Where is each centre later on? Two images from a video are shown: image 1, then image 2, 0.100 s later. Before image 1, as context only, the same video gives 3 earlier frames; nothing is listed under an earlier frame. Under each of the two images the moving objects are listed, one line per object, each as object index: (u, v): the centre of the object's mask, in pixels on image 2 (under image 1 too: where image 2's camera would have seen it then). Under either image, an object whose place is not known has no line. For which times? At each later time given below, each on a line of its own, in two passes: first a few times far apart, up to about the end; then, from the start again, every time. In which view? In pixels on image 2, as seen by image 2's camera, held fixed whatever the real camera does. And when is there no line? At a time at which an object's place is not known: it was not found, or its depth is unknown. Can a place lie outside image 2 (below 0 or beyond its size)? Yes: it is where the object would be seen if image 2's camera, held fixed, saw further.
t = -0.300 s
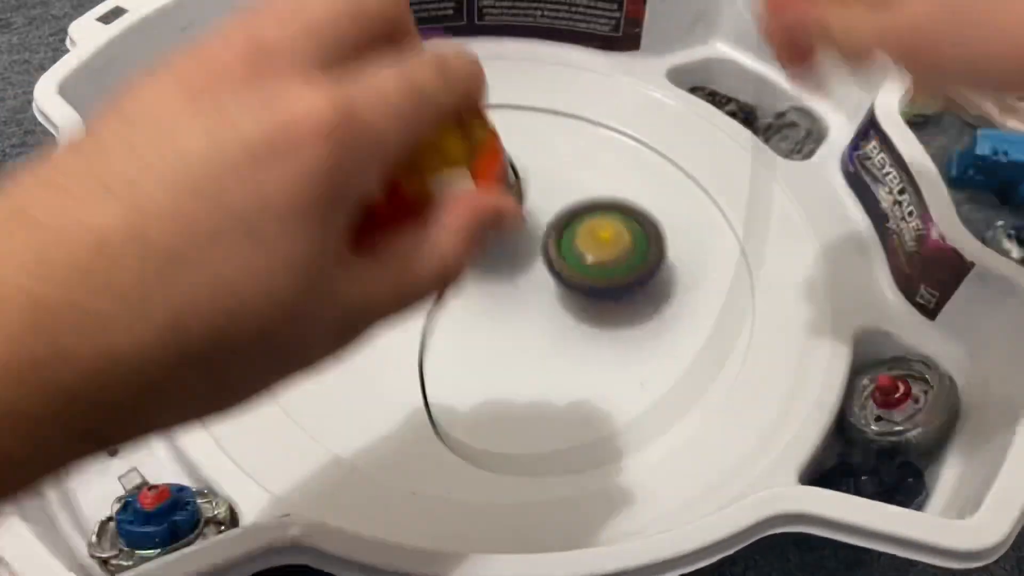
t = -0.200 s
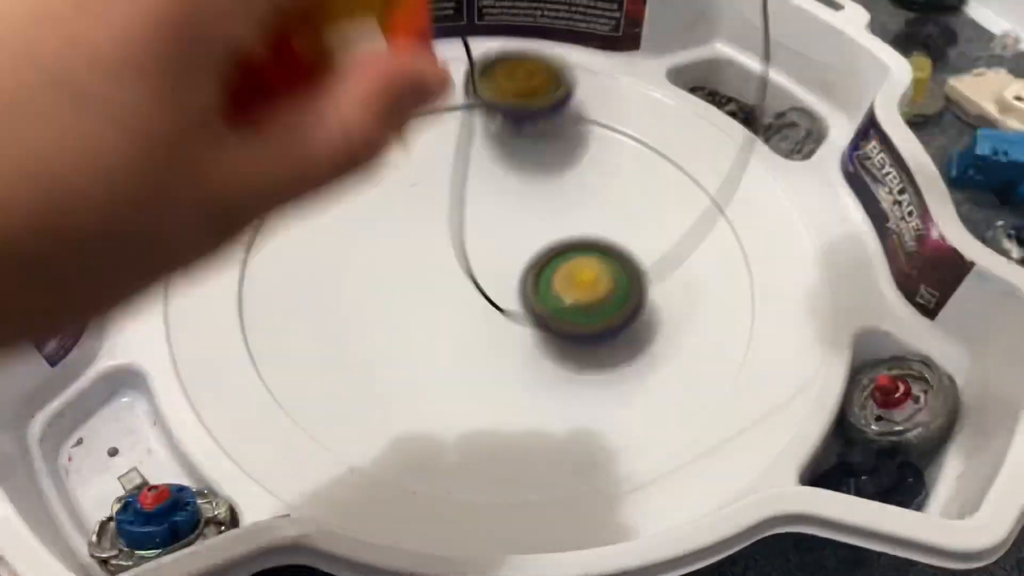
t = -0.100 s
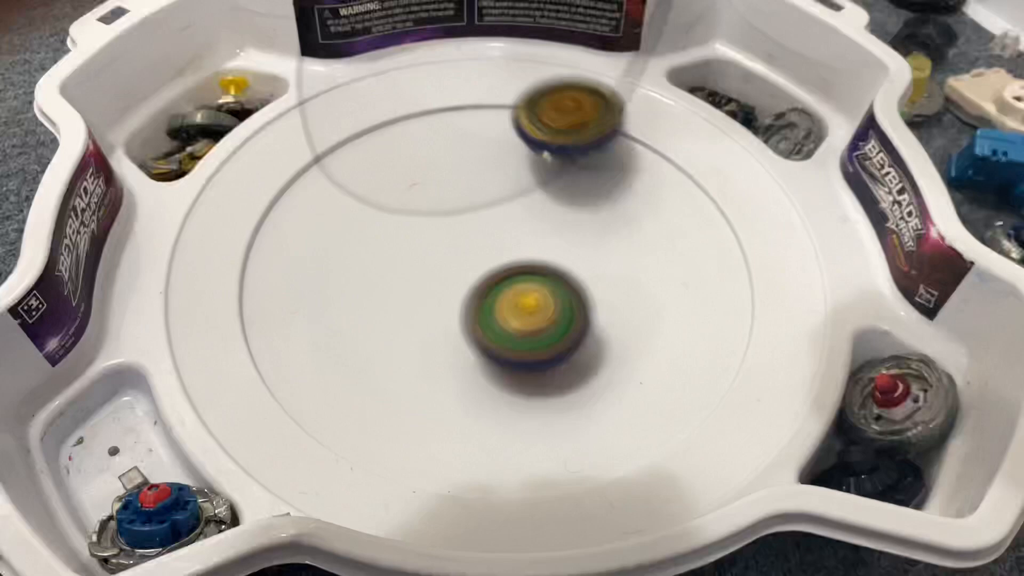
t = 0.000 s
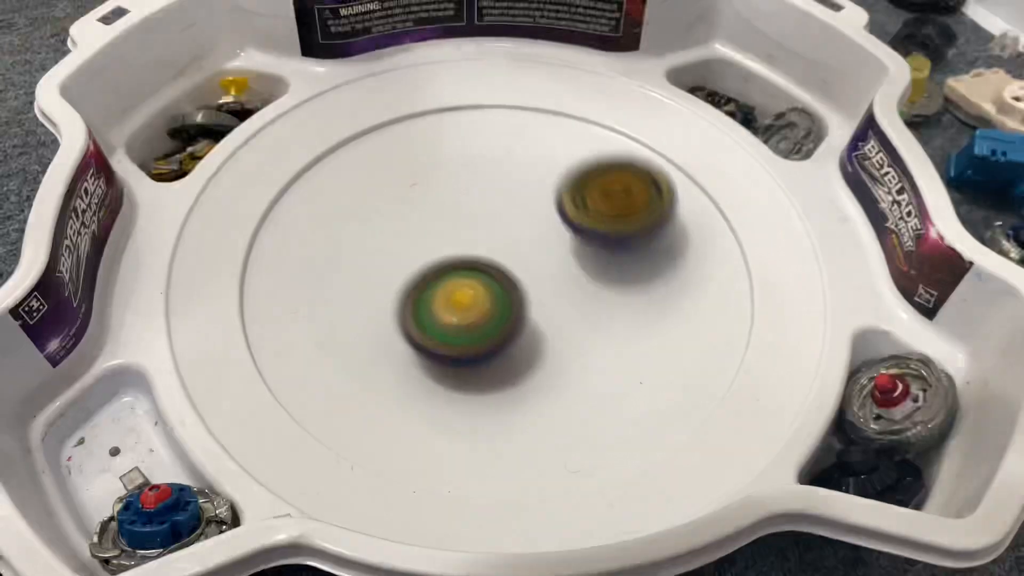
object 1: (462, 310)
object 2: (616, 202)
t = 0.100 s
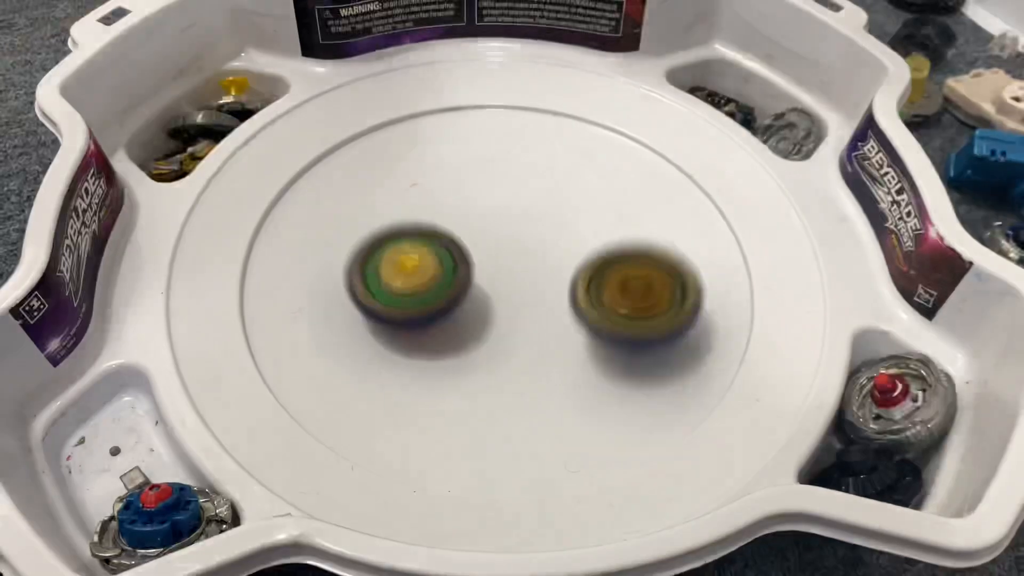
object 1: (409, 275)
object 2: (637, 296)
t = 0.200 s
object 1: (394, 235)
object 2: (592, 381)
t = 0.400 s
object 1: (469, 180)
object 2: (388, 382)
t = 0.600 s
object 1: (571, 200)
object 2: (351, 211)
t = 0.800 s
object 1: (562, 302)
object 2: (511, 116)
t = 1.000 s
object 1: (453, 324)
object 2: (666, 170)
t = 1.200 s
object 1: (412, 251)
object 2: (616, 322)
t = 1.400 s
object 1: (449, 196)
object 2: (388, 349)
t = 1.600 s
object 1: (540, 234)
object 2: (332, 223)
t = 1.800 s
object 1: (539, 315)
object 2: (461, 150)
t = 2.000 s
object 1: (440, 332)
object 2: (573, 210)
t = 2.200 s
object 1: (377, 273)
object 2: (568, 307)
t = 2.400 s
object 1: (448, 210)
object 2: (483, 302)
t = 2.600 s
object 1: (527, 151)
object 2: (465, 411)
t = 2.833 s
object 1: (559, 251)
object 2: (391, 358)
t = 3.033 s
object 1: (534, 333)
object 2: (371, 255)
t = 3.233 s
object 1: (480, 338)
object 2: (392, 212)
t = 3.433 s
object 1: (428, 318)
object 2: (515, 163)
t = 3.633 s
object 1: (470, 267)
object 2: (595, 179)
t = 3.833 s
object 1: (495, 291)
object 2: (682, 213)
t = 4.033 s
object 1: (493, 303)
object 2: (674, 272)
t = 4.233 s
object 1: (437, 285)
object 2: (651, 278)
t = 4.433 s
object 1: (453, 237)
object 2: (583, 266)
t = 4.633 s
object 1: (486, 213)
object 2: (597, 251)
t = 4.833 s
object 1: (491, 239)
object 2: (618, 247)
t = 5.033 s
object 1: (446, 243)
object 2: (600, 254)
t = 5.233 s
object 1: (410, 237)
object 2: (621, 270)
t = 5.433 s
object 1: (446, 249)
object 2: (564, 282)
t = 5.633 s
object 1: (421, 243)
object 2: (570, 291)
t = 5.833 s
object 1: (433, 251)
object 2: (557, 277)
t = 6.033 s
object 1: (437, 251)
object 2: (569, 255)
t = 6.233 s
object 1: (428, 270)
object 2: (565, 241)
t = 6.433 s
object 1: (408, 299)
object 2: (592, 214)
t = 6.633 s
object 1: (432, 295)
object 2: (555, 244)
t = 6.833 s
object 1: (436, 291)
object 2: (555, 246)
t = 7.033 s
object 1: (437, 296)
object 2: (552, 232)
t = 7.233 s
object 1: (441, 300)
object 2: (536, 223)
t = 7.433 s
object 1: (446, 309)
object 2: (523, 202)
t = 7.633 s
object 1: (463, 303)
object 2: (508, 206)
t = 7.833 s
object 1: (480, 303)
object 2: (495, 200)
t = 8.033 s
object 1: (496, 311)
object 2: (484, 198)
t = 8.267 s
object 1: (509, 306)
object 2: (472, 202)
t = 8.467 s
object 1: (518, 300)
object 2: (461, 202)
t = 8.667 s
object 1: (528, 286)
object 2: (449, 203)
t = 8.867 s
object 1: (540, 276)
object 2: (434, 209)
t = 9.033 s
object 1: (542, 272)
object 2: (425, 217)
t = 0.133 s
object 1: (398, 260)
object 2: (630, 328)
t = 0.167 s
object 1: (394, 247)
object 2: (615, 357)
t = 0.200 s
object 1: (394, 235)
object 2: (592, 381)
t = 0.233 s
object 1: (400, 224)
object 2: (563, 400)
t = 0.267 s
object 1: (411, 214)
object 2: (530, 412)
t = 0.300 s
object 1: (423, 204)
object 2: (493, 415)
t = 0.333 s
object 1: (436, 195)
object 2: (456, 412)
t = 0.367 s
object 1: (451, 187)
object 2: (421, 402)
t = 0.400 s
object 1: (469, 180)
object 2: (388, 382)
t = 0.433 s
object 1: (487, 178)
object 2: (362, 360)
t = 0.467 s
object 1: (505, 175)
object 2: (345, 332)
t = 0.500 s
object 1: (524, 176)
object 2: (335, 304)
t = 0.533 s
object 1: (542, 180)
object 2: (333, 271)
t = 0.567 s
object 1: (558, 188)
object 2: (338, 239)
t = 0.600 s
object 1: (571, 200)
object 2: (351, 211)
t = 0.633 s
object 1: (580, 214)
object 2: (369, 186)
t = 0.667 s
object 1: (586, 229)
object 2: (393, 165)
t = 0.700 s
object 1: (588, 248)
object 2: (420, 147)
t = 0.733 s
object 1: (585, 267)
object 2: (448, 132)
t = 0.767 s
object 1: (576, 286)
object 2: (479, 120)
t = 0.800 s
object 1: (562, 302)
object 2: (511, 116)
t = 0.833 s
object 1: (545, 316)
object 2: (543, 113)
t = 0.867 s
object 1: (525, 327)
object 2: (574, 116)
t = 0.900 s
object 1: (506, 332)
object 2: (603, 122)
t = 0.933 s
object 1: (487, 333)
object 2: (629, 134)
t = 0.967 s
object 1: (469, 330)
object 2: (650, 149)
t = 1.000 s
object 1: (453, 324)
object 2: (666, 170)
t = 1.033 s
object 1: (441, 315)
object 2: (675, 192)
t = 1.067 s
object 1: (431, 305)
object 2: (677, 218)
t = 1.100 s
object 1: (423, 292)
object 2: (672, 245)
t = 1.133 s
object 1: (417, 277)
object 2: (661, 272)
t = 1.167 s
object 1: (413, 264)
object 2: (642, 298)
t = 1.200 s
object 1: (412, 251)
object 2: (616, 322)
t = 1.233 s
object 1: (413, 239)
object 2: (581, 342)
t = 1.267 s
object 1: (415, 228)
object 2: (541, 356)
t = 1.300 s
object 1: (419, 217)
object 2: (503, 362)
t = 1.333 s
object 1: (427, 208)
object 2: (462, 364)
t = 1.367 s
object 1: (436, 200)
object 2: (422, 359)
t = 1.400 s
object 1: (449, 196)
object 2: (388, 349)
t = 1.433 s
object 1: (464, 194)
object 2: (362, 335)
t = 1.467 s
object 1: (480, 197)
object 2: (339, 318)
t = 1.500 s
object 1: (498, 200)
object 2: (325, 295)
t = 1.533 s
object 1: (514, 210)
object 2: (321, 272)
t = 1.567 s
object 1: (528, 221)
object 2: (322, 247)
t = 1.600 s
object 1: (540, 234)
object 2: (332, 223)
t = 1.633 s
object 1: (548, 246)
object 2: (347, 201)
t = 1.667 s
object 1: (554, 261)
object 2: (365, 183)
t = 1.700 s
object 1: (556, 276)
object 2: (388, 166)
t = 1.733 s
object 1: (554, 290)
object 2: (411, 156)
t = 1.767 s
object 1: (549, 302)
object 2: (437, 150)
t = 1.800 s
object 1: (539, 315)
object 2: (461, 150)
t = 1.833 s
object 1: (526, 324)
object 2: (484, 153)
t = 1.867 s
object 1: (512, 332)
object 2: (506, 160)
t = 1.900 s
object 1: (497, 336)
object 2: (526, 168)
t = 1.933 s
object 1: (478, 337)
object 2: (546, 180)
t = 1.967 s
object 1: (459, 334)
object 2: (559, 195)
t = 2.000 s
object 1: (440, 332)
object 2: (573, 210)
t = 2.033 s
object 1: (422, 325)
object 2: (580, 228)
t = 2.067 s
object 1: (410, 318)
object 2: (586, 246)
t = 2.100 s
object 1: (397, 308)
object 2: (586, 265)
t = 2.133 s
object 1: (387, 298)
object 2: (584, 282)
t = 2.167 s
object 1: (379, 285)
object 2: (576, 296)
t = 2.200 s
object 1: (377, 273)
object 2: (568, 307)
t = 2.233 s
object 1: (377, 257)
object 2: (556, 313)
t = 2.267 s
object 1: (383, 245)
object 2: (545, 314)
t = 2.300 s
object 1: (394, 233)
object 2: (529, 314)
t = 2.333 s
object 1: (409, 223)
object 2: (514, 313)
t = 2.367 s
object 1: (427, 216)
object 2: (498, 308)
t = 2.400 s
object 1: (448, 210)
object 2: (483, 302)
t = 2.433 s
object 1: (469, 202)
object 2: (476, 305)
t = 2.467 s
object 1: (481, 180)
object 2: (477, 336)
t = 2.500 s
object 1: (494, 167)
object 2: (476, 364)
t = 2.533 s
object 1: (505, 157)
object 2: (476, 386)
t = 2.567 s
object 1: (516, 151)
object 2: (472, 399)
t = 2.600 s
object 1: (527, 151)
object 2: (465, 411)
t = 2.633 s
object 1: (538, 157)
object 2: (457, 416)
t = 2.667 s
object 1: (547, 168)
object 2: (447, 415)
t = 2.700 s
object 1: (553, 181)
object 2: (432, 408)
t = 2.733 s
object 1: (557, 197)
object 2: (420, 401)
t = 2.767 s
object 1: (559, 214)
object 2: (409, 389)
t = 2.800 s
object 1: (559, 232)
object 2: (399, 374)
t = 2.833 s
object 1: (559, 251)
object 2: (391, 358)
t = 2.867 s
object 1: (555, 270)
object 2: (387, 342)
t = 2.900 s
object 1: (550, 286)
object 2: (387, 324)
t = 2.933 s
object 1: (544, 300)
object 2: (390, 307)
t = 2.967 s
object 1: (531, 314)
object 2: (396, 290)
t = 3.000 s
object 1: (531, 325)
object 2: (387, 272)
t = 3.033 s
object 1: (534, 333)
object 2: (371, 255)
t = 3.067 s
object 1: (531, 340)
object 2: (364, 238)
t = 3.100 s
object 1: (527, 343)
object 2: (361, 226)
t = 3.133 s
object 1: (520, 345)
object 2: (362, 217)
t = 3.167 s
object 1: (509, 344)
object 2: (368, 212)
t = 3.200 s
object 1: (495, 342)
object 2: (378, 210)
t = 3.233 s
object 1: (480, 338)
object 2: (392, 212)
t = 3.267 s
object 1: (465, 331)
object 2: (412, 214)
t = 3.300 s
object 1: (450, 321)
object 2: (435, 218)
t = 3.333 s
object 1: (439, 317)
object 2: (458, 212)
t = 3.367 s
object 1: (433, 321)
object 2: (478, 192)
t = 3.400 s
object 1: (430, 322)
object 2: (496, 175)
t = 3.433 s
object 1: (428, 318)
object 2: (515, 163)
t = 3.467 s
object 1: (429, 313)
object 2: (532, 155)
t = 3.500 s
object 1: (434, 304)
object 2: (549, 151)
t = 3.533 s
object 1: (442, 295)
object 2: (563, 153)
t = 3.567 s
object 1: (449, 283)
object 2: (576, 159)
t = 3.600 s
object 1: (459, 274)
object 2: (588, 168)
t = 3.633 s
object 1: (470, 267)
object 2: (595, 179)
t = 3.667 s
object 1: (482, 263)
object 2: (603, 192)
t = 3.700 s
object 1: (494, 261)
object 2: (609, 205)
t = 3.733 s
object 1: (500, 265)
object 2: (624, 212)
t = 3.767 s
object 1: (496, 275)
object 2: (650, 209)
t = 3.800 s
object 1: (494, 284)
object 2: (669, 210)
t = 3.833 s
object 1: (495, 291)
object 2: (682, 213)
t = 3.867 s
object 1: (495, 296)
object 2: (691, 218)
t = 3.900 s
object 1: (495, 300)
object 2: (696, 226)
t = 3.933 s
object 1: (495, 303)
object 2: (696, 236)
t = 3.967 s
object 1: (494, 304)
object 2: (692, 248)
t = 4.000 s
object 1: (494, 304)
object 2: (685, 260)
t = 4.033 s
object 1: (493, 303)
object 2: (674, 272)
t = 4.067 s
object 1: (493, 301)
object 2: (659, 282)
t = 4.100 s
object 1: (492, 300)
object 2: (641, 290)
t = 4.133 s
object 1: (490, 298)
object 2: (624, 293)
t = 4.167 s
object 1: (469, 295)
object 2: (638, 289)
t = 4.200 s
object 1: (451, 291)
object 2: (649, 283)
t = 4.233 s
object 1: (437, 285)
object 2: (651, 278)
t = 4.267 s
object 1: (428, 278)
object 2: (647, 273)
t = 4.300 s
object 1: (425, 269)
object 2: (638, 268)
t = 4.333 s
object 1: (426, 261)
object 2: (626, 266)
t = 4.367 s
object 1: (432, 251)
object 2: (612, 266)
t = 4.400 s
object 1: (441, 243)
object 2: (598, 265)
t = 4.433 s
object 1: (453, 237)
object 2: (583, 266)
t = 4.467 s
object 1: (459, 229)
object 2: (577, 266)
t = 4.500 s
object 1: (458, 222)
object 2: (586, 265)
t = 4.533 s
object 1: (461, 217)
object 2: (593, 264)
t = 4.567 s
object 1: (468, 214)
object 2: (595, 261)
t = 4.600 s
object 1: (477, 212)
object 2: (595, 256)
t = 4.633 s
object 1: (486, 213)
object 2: (597, 251)
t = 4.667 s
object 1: (486, 213)
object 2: (611, 249)
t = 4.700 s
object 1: (487, 216)
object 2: (618, 248)
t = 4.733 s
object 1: (491, 222)
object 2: (623, 246)
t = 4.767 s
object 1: (494, 229)
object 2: (622, 247)
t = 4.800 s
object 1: (495, 234)
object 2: (618, 247)
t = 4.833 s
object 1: (491, 239)
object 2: (618, 247)
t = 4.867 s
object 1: (487, 243)
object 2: (613, 248)
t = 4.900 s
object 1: (478, 245)
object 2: (616, 248)
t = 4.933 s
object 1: (466, 247)
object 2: (622, 248)
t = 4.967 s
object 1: (456, 246)
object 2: (618, 250)
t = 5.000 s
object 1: (449, 245)
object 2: (612, 251)
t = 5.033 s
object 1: (446, 243)
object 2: (600, 254)
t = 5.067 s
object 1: (447, 241)
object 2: (587, 257)
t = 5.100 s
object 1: (450, 240)
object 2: (572, 261)
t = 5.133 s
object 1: (436, 238)
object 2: (586, 265)
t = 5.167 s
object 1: (422, 237)
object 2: (605, 267)
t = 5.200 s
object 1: (413, 236)
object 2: (615, 268)
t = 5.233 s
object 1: (410, 237)
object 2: (621, 270)
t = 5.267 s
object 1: (412, 238)
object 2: (618, 272)
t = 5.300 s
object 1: (416, 241)
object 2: (614, 273)
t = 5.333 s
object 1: (423, 243)
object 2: (603, 275)
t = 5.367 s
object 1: (430, 245)
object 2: (592, 277)
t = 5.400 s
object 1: (438, 248)
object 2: (577, 280)
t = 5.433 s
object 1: (446, 249)
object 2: (564, 282)
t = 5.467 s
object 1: (443, 247)
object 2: (568, 286)
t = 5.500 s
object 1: (438, 245)
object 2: (572, 289)
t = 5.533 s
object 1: (433, 244)
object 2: (574, 290)
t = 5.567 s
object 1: (427, 244)
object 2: (574, 292)
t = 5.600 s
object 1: (422, 243)
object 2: (574, 291)
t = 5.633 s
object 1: (421, 243)
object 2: (570, 291)
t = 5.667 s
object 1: (420, 244)
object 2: (568, 290)
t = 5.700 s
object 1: (422, 245)
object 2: (563, 288)
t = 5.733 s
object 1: (425, 247)
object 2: (560, 287)
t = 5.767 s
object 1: (429, 249)
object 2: (556, 284)
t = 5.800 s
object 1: (433, 252)
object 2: (552, 282)
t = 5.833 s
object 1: (433, 251)
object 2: (557, 277)
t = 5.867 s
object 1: (435, 251)
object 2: (557, 274)
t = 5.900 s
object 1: (437, 252)
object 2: (561, 271)
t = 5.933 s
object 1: (437, 252)
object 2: (566, 265)
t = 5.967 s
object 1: (437, 251)
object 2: (570, 261)
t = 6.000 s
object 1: (436, 251)
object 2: (572, 258)
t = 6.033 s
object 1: (437, 251)
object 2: (569, 255)
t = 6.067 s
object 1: (439, 252)
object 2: (565, 253)
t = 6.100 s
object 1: (436, 253)
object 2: (567, 250)
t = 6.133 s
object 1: (432, 258)
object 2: (571, 245)
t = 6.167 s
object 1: (428, 262)
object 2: (573, 243)
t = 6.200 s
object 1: (427, 266)
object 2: (571, 241)
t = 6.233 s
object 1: (428, 270)
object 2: (565, 241)
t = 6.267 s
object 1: (430, 274)
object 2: (559, 243)
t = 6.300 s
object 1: (432, 275)
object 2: (553, 244)
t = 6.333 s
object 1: (421, 282)
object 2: (566, 235)
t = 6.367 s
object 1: (414, 289)
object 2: (580, 226)
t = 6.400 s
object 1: (410, 295)
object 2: (589, 218)
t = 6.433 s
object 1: (408, 299)
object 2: (592, 214)
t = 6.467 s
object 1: (410, 301)
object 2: (589, 213)
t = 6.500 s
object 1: (413, 301)
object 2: (583, 216)
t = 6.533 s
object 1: (417, 301)
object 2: (576, 221)
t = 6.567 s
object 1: (421, 299)
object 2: (570, 227)
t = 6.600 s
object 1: (426, 297)
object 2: (562, 236)
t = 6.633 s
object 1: (432, 295)
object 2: (555, 244)
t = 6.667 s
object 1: (434, 293)
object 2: (553, 250)
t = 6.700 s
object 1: (431, 294)
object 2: (559, 248)
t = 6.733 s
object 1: (430, 294)
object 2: (561, 247)
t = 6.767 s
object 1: (430, 293)
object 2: (560, 246)
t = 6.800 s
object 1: (433, 292)
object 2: (558, 247)
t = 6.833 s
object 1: (436, 291)
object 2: (555, 246)
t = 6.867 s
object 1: (437, 291)
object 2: (554, 245)
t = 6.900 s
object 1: (435, 292)
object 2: (558, 239)
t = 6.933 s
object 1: (434, 294)
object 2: (561, 235)
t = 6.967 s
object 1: (433, 295)
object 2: (560, 233)
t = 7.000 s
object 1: (434, 296)
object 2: (556, 232)
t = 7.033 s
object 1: (437, 296)
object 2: (552, 232)
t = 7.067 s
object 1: (440, 295)
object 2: (548, 232)
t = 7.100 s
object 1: (441, 296)
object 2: (546, 230)
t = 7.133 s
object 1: (439, 299)
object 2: (546, 226)
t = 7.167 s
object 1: (437, 300)
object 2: (544, 224)
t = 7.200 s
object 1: (439, 300)
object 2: (540, 222)
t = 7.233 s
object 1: (441, 300)
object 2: (536, 223)
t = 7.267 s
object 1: (444, 298)
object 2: (532, 222)
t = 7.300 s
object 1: (444, 300)
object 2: (530, 217)
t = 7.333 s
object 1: (445, 301)
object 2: (526, 216)
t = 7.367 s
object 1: (447, 301)
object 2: (522, 216)
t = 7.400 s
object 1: (447, 305)
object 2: (522, 209)
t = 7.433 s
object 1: (446, 309)
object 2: (523, 202)
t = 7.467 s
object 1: (449, 311)
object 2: (522, 199)
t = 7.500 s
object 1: (450, 311)
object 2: (519, 199)
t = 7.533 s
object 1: (453, 310)
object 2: (517, 200)
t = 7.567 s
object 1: (456, 308)
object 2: (514, 201)
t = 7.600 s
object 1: (459, 306)
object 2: (511, 203)
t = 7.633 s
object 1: (463, 303)
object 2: (508, 206)
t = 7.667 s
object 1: (465, 303)
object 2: (505, 203)
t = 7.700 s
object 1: (469, 304)
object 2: (504, 196)
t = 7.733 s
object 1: (471, 305)
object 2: (501, 195)
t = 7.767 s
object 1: (475, 304)
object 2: (499, 196)
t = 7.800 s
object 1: (477, 304)
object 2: (497, 198)
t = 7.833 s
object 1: (480, 303)
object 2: (495, 200)
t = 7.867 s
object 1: (483, 305)
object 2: (493, 196)
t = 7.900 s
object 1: (486, 307)
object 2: (491, 195)
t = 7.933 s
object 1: (489, 307)
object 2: (489, 196)
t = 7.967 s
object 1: (490, 307)
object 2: (488, 199)
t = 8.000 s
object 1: (493, 307)
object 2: (487, 203)
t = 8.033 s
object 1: (496, 311)
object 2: (484, 198)
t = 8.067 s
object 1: (499, 313)
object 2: (481, 196)
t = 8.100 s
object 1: (501, 314)
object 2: (480, 197)
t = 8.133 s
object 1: (504, 313)
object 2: (479, 198)
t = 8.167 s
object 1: (504, 312)
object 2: (478, 200)
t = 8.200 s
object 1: (506, 309)
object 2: (477, 201)
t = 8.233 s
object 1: (506, 306)
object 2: (477, 204)
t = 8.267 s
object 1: (509, 306)
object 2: (472, 202)
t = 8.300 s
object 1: (512, 308)
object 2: (466, 197)
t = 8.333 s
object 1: (515, 308)
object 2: (462, 195)
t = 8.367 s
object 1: (517, 307)
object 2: (461, 196)
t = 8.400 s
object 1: (517, 305)
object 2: (461, 198)
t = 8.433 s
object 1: (518, 302)
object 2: (461, 200)
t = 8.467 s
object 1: (518, 300)
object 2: (461, 202)
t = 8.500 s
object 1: (519, 297)
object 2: (460, 202)
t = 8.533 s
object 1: (522, 296)
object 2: (454, 198)
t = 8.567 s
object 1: (526, 294)
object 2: (450, 196)
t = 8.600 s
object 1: (527, 292)
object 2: (449, 198)
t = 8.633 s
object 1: (528, 289)
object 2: (449, 201)
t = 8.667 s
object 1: (528, 286)
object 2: (449, 203)
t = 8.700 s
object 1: (531, 285)
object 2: (445, 202)
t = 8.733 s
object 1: (533, 282)
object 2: (444, 203)
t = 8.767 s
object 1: (533, 280)
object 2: (444, 205)
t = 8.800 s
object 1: (536, 279)
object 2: (441, 206)
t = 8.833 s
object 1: (537, 277)
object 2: (440, 208)
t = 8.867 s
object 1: (540, 276)
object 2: (434, 209)
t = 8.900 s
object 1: (544, 276)
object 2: (426, 210)
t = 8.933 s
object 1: (545, 275)
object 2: (425, 211)
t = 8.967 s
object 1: (546, 274)
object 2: (425, 213)
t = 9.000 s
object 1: (544, 273)
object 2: (425, 215)
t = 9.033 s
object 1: (542, 272)
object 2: (425, 217)
